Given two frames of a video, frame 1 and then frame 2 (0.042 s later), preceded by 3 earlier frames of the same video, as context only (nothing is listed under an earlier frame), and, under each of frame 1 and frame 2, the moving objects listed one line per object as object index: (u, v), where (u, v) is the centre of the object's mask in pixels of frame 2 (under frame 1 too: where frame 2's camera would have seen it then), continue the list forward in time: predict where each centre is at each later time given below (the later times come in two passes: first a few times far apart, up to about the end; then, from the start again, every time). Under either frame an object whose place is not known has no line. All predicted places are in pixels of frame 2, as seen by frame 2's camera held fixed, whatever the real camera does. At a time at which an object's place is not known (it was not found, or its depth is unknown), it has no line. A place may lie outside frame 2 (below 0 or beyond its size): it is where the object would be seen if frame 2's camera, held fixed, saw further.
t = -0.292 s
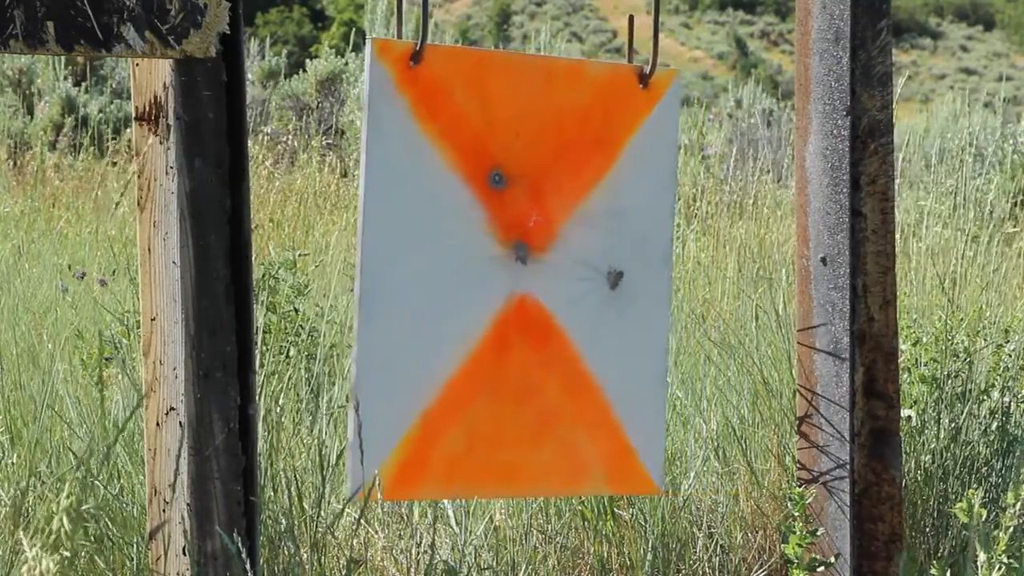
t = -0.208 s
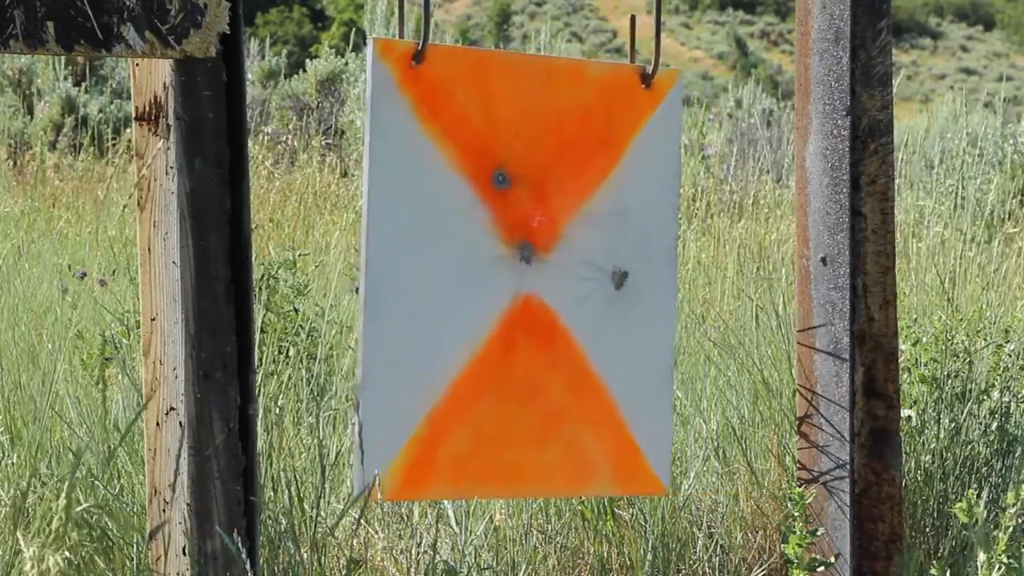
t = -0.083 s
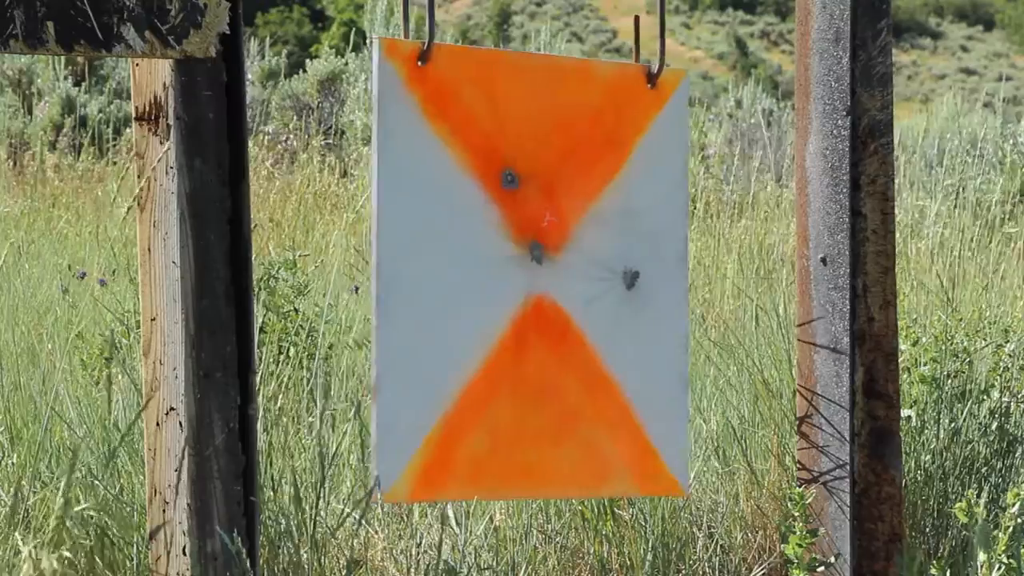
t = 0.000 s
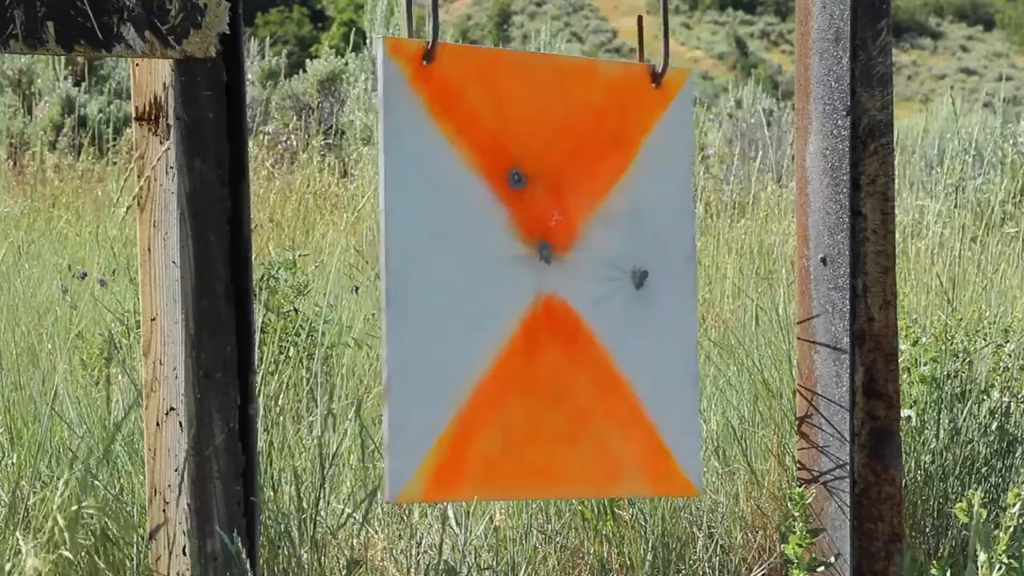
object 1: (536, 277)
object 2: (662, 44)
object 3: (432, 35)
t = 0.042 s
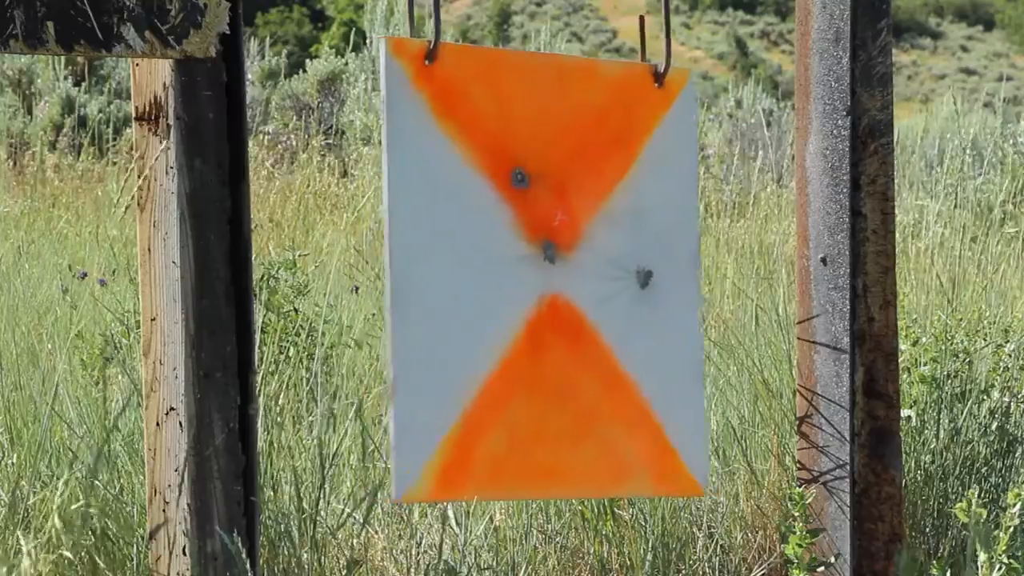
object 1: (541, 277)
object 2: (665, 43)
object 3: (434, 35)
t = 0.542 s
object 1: (558, 275)
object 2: (673, 42)
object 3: (441, 34)
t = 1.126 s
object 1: (511, 275)
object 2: (651, 45)
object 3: (421, 36)
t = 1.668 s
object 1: (560, 275)
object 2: (673, 42)
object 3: (441, 34)
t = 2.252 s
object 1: (528, 276)
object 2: (660, 45)
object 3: (429, 36)
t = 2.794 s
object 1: (522, 276)
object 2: (657, 45)
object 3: (425, 35)
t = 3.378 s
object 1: (562, 274)
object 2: (675, 44)
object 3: (442, 34)
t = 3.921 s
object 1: (519, 276)
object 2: (656, 45)
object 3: (424, 35)
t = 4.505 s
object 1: (536, 276)
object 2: (662, 43)
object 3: (432, 35)
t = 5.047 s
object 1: (557, 275)
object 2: (673, 43)
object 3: (441, 34)
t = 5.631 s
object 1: (514, 276)
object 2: (653, 44)
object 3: (422, 36)
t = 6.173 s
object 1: (548, 276)
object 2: (668, 43)
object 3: (437, 35)
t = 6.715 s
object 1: (526, 277)
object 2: (658, 44)
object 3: (429, 36)
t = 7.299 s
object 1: (532, 276)
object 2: (661, 43)
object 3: (431, 35)
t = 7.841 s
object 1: (556, 275)
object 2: (672, 42)
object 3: (443, 34)
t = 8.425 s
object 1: (519, 276)
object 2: (655, 45)
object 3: (424, 36)
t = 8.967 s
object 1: (542, 276)
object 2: (665, 43)
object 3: (437, 36)
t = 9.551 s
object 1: (546, 276)
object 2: (668, 42)
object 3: (438, 35)
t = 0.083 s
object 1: (545, 276)
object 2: (667, 43)
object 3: (436, 35)
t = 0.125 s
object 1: (549, 276)
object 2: (669, 42)
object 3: (437, 35)
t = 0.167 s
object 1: (553, 276)
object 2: (671, 42)
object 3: (439, 34)
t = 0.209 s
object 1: (556, 275)
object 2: (673, 42)
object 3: (440, 35)
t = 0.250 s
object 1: (559, 275)
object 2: (673, 42)
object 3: (441, 34)
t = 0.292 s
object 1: (561, 274)
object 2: (674, 38)
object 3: (441, 34)
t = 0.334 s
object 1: (562, 274)
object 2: (676, 42)
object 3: (442, 34)
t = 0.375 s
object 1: (562, 274)
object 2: (676, 42)
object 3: (442, 34)
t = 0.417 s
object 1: (562, 274)
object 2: (676, 42)
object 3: (442, 34)
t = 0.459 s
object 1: (562, 274)
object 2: (675, 42)
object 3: (442, 34)
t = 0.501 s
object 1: (561, 274)
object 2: (674, 42)
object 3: (442, 34)
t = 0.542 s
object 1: (558, 275)
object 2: (673, 42)
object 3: (441, 34)
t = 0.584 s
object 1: (555, 275)
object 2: (672, 42)
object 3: (441, 34)
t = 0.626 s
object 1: (551, 275)
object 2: (670, 43)
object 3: (439, 34)
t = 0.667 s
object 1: (547, 276)
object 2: (669, 43)
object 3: (437, 35)
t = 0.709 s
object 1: (543, 276)
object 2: (666, 43)
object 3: (436, 35)
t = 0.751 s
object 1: (539, 276)
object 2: (665, 47)
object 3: (434, 35)
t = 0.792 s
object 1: (534, 277)
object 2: (662, 43)
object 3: (432, 36)
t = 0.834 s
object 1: (530, 276)
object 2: (661, 44)
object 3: (429, 36)
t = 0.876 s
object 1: (526, 276)
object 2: (659, 45)
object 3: (427, 36)
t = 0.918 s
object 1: (522, 276)
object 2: (658, 45)
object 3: (425, 35)
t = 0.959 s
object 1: (519, 276)
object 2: (656, 45)
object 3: (424, 36)
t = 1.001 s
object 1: (516, 275)
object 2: (654, 44)
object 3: (423, 35)
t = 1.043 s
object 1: (514, 275)
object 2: (654, 45)
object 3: (422, 36)
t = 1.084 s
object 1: (512, 275)
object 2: (652, 46)
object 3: (421, 36)
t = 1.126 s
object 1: (511, 275)
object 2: (651, 45)
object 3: (421, 36)
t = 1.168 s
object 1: (511, 276)
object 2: (651, 45)
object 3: (421, 36)
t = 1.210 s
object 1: (519, 276)
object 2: (655, 45)
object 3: (424, 36)
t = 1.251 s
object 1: (522, 276)
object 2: (657, 44)
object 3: (425, 35)
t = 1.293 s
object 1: (526, 276)
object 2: (658, 46)
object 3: (427, 35)
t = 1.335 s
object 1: (530, 276)
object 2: (660, 44)
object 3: (429, 36)
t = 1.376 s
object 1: (535, 276)
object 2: (662, 43)
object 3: (431, 35)
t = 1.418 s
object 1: (539, 276)
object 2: (663, 43)
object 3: (433, 35)
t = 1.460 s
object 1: (543, 276)
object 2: (666, 43)
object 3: (435, 35)
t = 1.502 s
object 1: (547, 276)
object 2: (667, 42)
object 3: (437, 35)
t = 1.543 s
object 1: (551, 276)
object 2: (669, 43)
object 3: (438, 35)
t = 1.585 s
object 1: (554, 275)
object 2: (671, 43)
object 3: (439, 34)
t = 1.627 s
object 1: (557, 275)
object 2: (673, 45)
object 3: (440, 34)
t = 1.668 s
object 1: (560, 275)
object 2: (673, 42)
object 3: (441, 34)
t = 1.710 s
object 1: (561, 274)
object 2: (674, 42)
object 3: (442, 34)
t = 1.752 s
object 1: (562, 274)
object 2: (675, 42)
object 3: (442, 34)
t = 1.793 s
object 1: (562, 274)
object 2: (675, 42)
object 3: (442, 34)
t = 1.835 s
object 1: (562, 274)
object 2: (675, 42)
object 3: (442, 34)
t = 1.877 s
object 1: (560, 274)
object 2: (674, 42)
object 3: (442, 34)
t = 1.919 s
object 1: (559, 275)
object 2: (673, 42)
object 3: (441, 34)
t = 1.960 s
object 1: (556, 275)
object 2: (673, 45)
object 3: (440, 34)
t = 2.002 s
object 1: (552, 275)
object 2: (671, 45)
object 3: (439, 35)
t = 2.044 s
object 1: (549, 276)
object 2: (669, 46)
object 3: (438, 35)
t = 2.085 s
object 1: (545, 276)
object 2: (667, 44)
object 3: (436, 35)
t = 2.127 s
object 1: (540, 276)
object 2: (665, 44)
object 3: (435, 35)
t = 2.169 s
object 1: (537, 276)
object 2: (663, 44)
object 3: (433, 36)
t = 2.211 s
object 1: (532, 276)
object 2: (661, 44)
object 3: (430, 36)
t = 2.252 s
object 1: (528, 276)
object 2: (660, 45)
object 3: (429, 36)
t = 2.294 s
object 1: (524, 276)
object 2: (658, 45)
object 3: (427, 35)
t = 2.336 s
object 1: (521, 276)
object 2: (657, 45)
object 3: (425, 35)
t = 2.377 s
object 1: (518, 276)
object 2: (655, 45)
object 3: (424, 35)
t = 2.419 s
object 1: (515, 276)
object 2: (654, 45)
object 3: (423, 35)
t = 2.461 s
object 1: (513, 276)
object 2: (653, 45)
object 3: (422, 36)
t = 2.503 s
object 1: (512, 276)
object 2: (652, 45)
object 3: (421, 36)
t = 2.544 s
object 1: (511, 276)
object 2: (652, 45)
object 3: (421, 36)
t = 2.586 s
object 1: (511, 276)
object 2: (652, 44)
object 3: (421, 36)
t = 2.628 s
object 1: (512, 276)
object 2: (652, 45)
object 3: (421, 35)
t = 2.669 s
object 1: (513, 276)
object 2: (653, 44)
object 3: (422, 36)
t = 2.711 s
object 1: (516, 276)
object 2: (654, 44)
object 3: (423, 35)
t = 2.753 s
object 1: (519, 276)
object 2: (655, 45)
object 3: (424, 36)
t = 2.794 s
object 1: (522, 276)
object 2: (657, 45)
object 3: (425, 35)
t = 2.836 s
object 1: (525, 276)
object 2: (658, 44)
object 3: (427, 35)
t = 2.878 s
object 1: (530, 276)
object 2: (660, 43)
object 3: (430, 35)
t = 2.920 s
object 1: (533, 276)
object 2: (661, 43)
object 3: (431, 35)
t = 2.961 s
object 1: (538, 276)
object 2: (664, 43)
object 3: (433, 35)
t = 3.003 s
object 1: (542, 276)
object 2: (666, 43)
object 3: (435, 34)
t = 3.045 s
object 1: (546, 276)
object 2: (667, 42)
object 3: (437, 34)
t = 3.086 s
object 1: (550, 276)
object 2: (669, 46)
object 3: (438, 35)
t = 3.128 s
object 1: (553, 275)
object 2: (671, 45)
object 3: (439, 34)
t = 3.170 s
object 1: (556, 275)
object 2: (673, 45)
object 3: (441, 34)
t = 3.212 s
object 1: (559, 274)
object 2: (674, 45)
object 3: (441, 34)
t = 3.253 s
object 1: (561, 274)
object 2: (675, 45)
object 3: (442, 34)
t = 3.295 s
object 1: (562, 274)
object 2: (675, 44)
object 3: (442, 34)
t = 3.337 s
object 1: (562, 274)
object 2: (675, 44)
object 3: (442, 34)
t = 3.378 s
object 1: (562, 274)
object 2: (675, 44)
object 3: (442, 34)
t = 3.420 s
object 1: (561, 274)
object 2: (675, 44)
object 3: (442, 34)
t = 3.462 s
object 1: (559, 274)
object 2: (673, 42)
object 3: (441, 34)
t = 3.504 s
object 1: (557, 275)
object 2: (673, 44)
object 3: (441, 34)
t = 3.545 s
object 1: (553, 275)
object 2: (671, 45)
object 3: (440, 35)
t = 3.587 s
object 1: (550, 275)
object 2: (669, 43)
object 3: (438, 35)
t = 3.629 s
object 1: (546, 276)
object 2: (668, 44)
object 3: (437, 35)
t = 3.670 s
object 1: (542, 276)
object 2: (666, 43)
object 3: (435, 36)
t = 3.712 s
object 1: (538, 276)
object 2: (665, 46)
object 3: (433, 36)
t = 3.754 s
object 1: (534, 276)
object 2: (662, 43)
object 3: (431, 36)
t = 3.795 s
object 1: (530, 276)
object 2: (661, 45)
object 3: (429, 36)
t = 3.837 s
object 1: (526, 276)
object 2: (659, 45)
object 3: (427, 36)
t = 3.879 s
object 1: (522, 276)
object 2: (658, 45)
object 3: (426, 35)
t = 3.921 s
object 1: (519, 276)
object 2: (656, 45)
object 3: (424, 35)
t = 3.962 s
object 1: (516, 276)
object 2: (654, 45)
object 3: (423, 35)
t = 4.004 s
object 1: (515, 276)
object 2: (654, 45)
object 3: (423, 35)
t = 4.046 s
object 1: (513, 276)
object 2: (653, 45)
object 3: (422, 35)
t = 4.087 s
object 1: (513, 276)
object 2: (652, 46)
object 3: (422, 35)
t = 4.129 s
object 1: (513, 276)
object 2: (652, 46)
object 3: (422, 35)
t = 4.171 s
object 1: (513, 276)
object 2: (653, 45)
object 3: (422, 35)
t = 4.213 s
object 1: (514, 276)
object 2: (653, 48)
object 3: (422, 35)
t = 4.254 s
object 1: (516, 276)
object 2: (654, 47)
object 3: (422, 35)
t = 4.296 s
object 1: (518, 276)
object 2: (655, 44)
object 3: (423, 35)
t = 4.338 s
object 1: (521, 276)
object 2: (657, 44)
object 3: (425, 35)
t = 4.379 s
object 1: (524, 276)
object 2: (658, 45)
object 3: (426, 35)
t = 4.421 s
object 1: (529, 276)
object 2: (659, 44)
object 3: (428, 35)
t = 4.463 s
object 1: (532, 276)
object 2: (661, 44)
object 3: (430, 35)
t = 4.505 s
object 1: (536, 276)
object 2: (662, 43)
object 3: (432, 35)
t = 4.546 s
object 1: (541, 276)
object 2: (665, 43)
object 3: (434, 36)
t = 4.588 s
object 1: (544, 276)
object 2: (666, 42)
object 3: (436, 35)
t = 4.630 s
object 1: (549, 276)
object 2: (669, 42)
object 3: (437, 35)
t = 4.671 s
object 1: (552, 276)
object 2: (670, 43)
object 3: (439, 34)
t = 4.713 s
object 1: (555, 275)
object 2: (671, 41)
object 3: (440, 34)
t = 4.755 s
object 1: (557, 275)
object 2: (673, 42)
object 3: (441, 34)
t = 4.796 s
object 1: (559, 275)
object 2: (674, 42)
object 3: (441, 34)
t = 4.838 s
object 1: (561, 275)
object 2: (675, 42)
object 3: (441, 34)
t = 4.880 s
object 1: (561, 275)
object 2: (675, 42)
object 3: (442, 34)
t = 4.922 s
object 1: (561, 274)
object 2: (675, 42)
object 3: (442, 34)
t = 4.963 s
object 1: (560, 275)
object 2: (674, 42)
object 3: (442, 34)
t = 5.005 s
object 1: (559, 275)
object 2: (673, 42)
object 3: (441, 35)
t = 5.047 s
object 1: (557, 275)
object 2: (673, 43)
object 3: (441, 34)
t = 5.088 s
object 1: (554, 275)
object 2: (671, 41)
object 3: (440, 35)
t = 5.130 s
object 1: (551, 275)
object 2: (669, 43)
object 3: (439, 35)
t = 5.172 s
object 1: (546, 276)
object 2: (668, 43)
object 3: (437, 34)
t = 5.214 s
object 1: (543, 276)
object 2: (667, 44)
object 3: (436, 35)
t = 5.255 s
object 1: (539, 277)
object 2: (665, 46)
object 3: (434, 35)
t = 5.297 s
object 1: (535, 276)
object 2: (663, 44)
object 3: (432, 35)
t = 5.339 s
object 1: (531, 276)
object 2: (661, 44)
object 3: (430, 35)
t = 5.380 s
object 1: (527, 276)
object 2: (659, 43)
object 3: (429, 35)
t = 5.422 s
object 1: (524, 276)
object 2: (658, 45)
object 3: (426, 35)
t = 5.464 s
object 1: (520, 276)
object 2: (657, 44)
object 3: (425, 35)
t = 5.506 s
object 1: (518, 276)
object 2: (655, 45)
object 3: (424, 35)
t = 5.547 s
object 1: (516, 276)
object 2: (654, 44)
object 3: (423, 36)
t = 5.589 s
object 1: (514, 276)
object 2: (654, 45)
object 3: (422, 36)
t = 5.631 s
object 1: (514, 276)
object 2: (653, 44)
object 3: (422, 36)
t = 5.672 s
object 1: (514, 276)
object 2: (653, 44)
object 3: (422, 36)
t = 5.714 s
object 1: (514, 276)
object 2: (653, 44)
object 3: (422, 36)
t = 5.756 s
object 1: (514, 276)
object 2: (654, 44)
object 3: (422, 36)
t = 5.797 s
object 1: (516, 276)
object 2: (654, 44)
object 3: (423, 36)
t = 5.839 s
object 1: (519, 276)
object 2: (655, 44)
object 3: (423, 36)
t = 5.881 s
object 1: (522, 276)
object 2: (657, 44)
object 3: (425, 36)
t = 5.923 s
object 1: (525, 276)
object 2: (658, 44)
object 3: (426, 36)
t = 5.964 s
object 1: (528, 276)
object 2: (659, 44)
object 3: (428, 36)
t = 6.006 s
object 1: (532, 276)
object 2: (661, 44)
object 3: (430, 35)
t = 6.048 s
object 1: (536, 276)
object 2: (663, 44)
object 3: (432, 35)
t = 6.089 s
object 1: (540, 276)
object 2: (665, 43)
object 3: (434, 34)
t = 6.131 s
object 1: (544, 276)
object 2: (666, 43)
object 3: (435, 35)
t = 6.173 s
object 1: (548, 276)
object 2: (668, 43)
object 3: (437, 35)
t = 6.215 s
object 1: (552, 276)
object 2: (670, 45)
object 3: (438, 35)
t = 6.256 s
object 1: (554, 276)
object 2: (672, 46)
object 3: (439, 34)
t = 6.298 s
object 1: (557, 275)
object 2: (673, 45)
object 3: (440, 34)
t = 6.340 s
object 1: (556, 275)
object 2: (673, 46)
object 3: (438, 35)
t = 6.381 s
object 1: (554, 276)
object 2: (671, 46)
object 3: (435, 36)
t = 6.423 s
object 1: (551, 276)
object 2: (669, 46)
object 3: (433, 34)
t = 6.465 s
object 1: (548, 276)
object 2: (668, 43)
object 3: (432, 35)
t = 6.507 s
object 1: (544, 276)
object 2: (669, 46)
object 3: (433, 35)
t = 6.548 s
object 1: (541, 276)
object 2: (669, 46)
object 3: (434, 36)
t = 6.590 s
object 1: (538, 276)
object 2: (668, 43)
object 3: (436, 36)
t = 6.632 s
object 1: (533, 276)
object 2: (666, 46)
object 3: (435, 36)
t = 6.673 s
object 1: (530, 276)
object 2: (662, 47)
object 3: (433, 35)
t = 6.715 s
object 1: (526, 277)
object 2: (658, 44)
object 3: (429, 36)
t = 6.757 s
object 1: (523, 276)
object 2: (654, 44)
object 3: (427, 36)
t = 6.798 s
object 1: (521, 276)
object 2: (653, 44)
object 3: (426, 35)
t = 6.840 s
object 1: (518, 276)
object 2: (653, 44)
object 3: (426, 35)
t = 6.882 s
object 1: (517, 276)
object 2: (654, 44)
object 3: (426, 35)
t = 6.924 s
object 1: (516, 276)
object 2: (654, 45)
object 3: (425, 35)
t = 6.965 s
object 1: (516, 276)
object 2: (654, 45)
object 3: (424, 35)
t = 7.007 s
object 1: (516, 276)
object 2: (654, 47)
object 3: (423, 35)
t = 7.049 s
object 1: (517, 276)
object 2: (655, 44)
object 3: (423, 35)
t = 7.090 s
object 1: (518, 277)
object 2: (656, 44)
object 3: (423, 35)
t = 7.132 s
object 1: (520, 276)
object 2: (657, 44)
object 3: (424, 35)
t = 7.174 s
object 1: (522, 276)
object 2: (658, 44)
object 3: (426, 35)
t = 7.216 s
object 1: (526, 276)
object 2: (659, 44)
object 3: (427, 36)
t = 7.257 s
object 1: (529, 276)
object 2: (660, 44)
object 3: (429, 35)
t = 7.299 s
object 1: (532, 276)
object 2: (661, 43)
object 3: (431, 35)
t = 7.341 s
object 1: (535, 277)
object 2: (662, 43)
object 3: (433, 35)
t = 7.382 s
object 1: (539, 276)
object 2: (664, 43)
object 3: (435, 35)
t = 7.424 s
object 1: (542, 276)
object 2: (665, 41)
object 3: (436, 35)
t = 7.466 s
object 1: (546, 276)
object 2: (667, 43)
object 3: (437, 35)
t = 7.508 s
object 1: (549, 276)
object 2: (669, 42)
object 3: (438, 35)
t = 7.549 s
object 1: (552, 276)
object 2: (670, 43)
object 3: (439, 35)
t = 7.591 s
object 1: (554, 275)
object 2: (671, 42)
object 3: (440, 34)
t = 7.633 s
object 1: (555, 275)
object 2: (672, 42)
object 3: (441, 35)
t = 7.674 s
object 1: (556, 275)
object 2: (673, 42)
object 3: (442, 34)
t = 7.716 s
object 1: (557, 275)
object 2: (673, 42)
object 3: (443, 34)
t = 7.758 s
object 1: (557, 275)
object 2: (673, 42)
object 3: (443, 34)
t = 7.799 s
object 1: (557, 275)
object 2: (673, 42)
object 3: (443, 34)
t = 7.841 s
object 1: (556, 275)
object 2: (672, 42)
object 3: (443, 34)
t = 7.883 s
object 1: (554, 275)
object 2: (671, 40)
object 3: (442, 34)
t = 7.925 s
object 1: (553, 275)
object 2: (670, 42)
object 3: (441, 34)
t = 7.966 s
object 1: (550, 276)
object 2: (669, 43)
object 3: (440, 35)
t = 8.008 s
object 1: (547, 276)
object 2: (668, 43)
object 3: (438, 35)
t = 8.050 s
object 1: (543, 276)
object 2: (667, 43)
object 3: (437, 36)
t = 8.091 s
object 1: (540, 277)
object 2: (665, 44)
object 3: (435, 36)
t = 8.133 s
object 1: (537, 277)
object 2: (664, 45)
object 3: (434, 35)
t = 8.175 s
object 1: (533, 277)
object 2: (662, 44)
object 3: (433, 36)
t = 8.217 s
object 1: (530, 277)
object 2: (661, 45)
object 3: (431, 36)
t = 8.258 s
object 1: (526, 276)
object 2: (659, 45)
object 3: (429, 36)
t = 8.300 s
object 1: (523, 276)
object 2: (658, 45)
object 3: (427, 37)
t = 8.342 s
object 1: (521, 276)
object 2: (657, 45)
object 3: (426, 36)
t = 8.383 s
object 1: (520, 276)
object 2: (656, 46)
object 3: (425, 36)
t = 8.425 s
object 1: (519, 276)
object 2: (655, 45)
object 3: (424, 36)
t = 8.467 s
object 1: (518, 276)
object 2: (654, 45)
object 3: (424, 35)
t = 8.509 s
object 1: (517, 276)
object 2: (654, 45)
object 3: (424, 36)
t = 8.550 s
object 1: (518, 276)
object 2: (654, 45)
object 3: (424, 36)
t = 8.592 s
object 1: (518, 276)
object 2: (654, 46)
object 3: (425, 36)
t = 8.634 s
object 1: (519, 276)
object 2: (655, 47)
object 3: (425, 36)
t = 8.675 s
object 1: (521, 276)
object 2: (657, 45)
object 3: (426, 36)
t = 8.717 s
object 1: (524, 276)
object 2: (658, 45)
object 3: (427, 36)
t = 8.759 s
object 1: (526, 276)
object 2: (658, 46)
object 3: (428, 36)
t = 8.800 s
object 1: (530, 276)
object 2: (660, 45)
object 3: (430, 35)
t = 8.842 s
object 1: (532, 277)
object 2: (662, 44)
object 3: (431, 36)
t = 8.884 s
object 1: (536, 277)
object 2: (662, 45)
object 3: (433, 36)
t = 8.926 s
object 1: (539, 277)
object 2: (664, 43)
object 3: (435, 35)
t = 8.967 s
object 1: (542, 276)
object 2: (665, 43)
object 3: (437, 36)
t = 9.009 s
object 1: (545, 276)
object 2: (667, 43)
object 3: (437, 35)
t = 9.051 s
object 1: (549, 276)
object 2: (669, 43)
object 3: (438, 35)
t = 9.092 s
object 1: (551, 276)
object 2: (669, 41)
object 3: (440, 35)
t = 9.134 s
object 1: (553, 276)
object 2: (671, 43)
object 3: (440, 34)
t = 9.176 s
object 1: (555, 275)
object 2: (672, 43)
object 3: (441, 35)
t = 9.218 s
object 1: (556, 275)
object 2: (672, 42)
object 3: (442, 34)
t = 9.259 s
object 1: (556, 275)
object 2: (673, 42)
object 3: (443, 34)
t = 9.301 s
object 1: (556, 275)
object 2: (673, 42)
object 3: (443, 34)
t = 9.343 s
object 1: (556, 275)
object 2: (672, 41)
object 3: (443, 34)
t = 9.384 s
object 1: (555, 275)
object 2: (672, 42)
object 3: (442, 34)
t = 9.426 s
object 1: (554, 276)
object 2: (671, 42)
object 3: (441, 35)
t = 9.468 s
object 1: (552, 276)
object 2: (670, 42)
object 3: (441, 35)
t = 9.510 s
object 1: (549, 276)
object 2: (669, 42)
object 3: (440, 35)
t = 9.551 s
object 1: (546, 276)
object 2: (668, 42)
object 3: (438, 35)
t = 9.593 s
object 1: (543, 276)
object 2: (666, 43)
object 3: (437, 35)
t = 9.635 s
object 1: (540, 277)
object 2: (665, 43)
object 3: (436, 36)
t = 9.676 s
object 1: (537, 277)
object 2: (664, 43)
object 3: (434, 35)
